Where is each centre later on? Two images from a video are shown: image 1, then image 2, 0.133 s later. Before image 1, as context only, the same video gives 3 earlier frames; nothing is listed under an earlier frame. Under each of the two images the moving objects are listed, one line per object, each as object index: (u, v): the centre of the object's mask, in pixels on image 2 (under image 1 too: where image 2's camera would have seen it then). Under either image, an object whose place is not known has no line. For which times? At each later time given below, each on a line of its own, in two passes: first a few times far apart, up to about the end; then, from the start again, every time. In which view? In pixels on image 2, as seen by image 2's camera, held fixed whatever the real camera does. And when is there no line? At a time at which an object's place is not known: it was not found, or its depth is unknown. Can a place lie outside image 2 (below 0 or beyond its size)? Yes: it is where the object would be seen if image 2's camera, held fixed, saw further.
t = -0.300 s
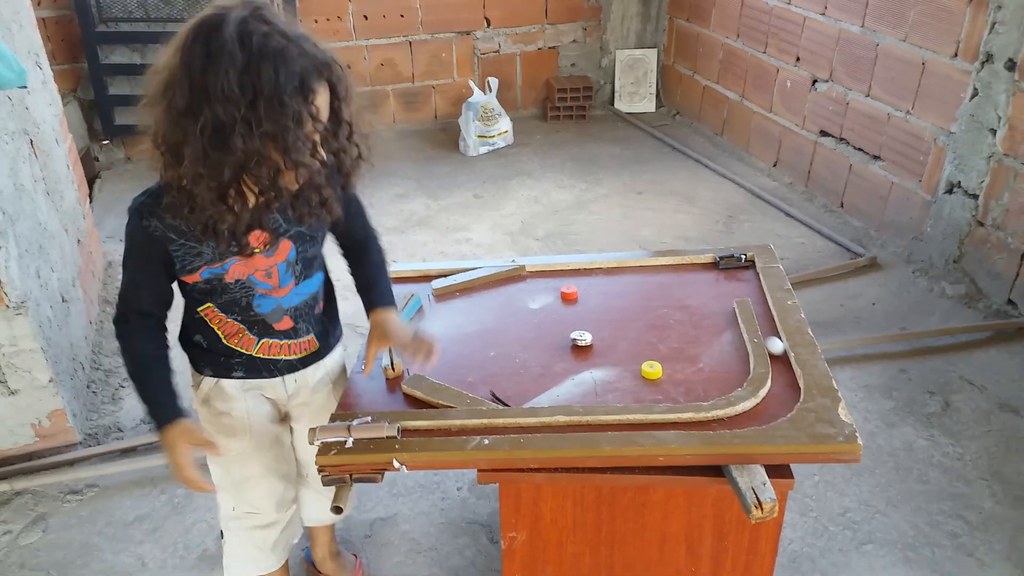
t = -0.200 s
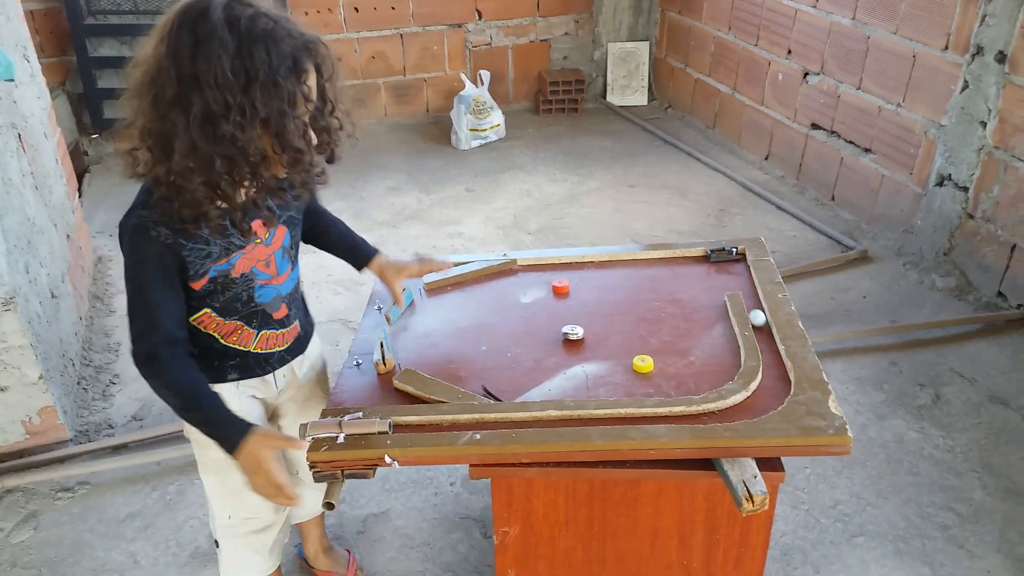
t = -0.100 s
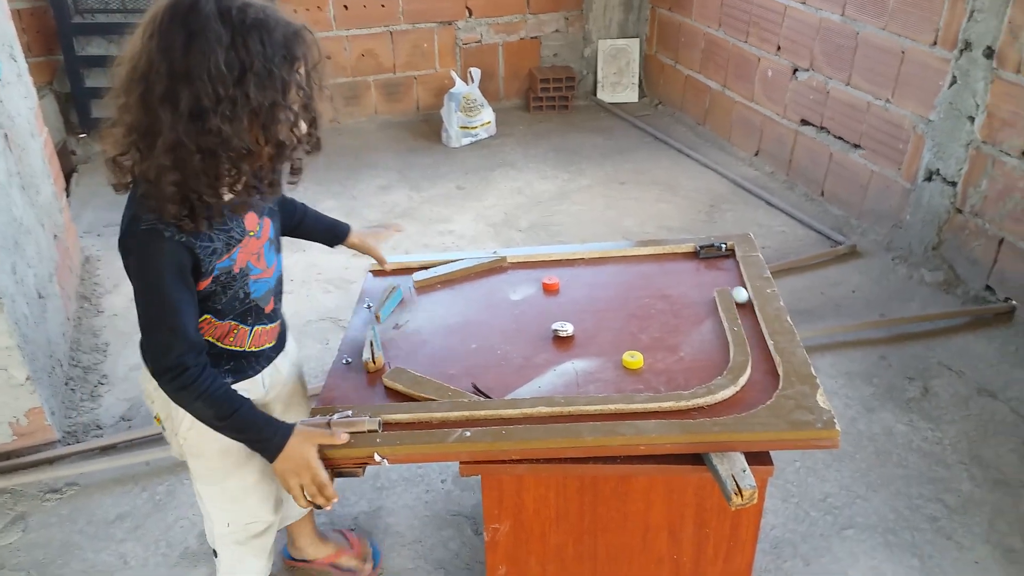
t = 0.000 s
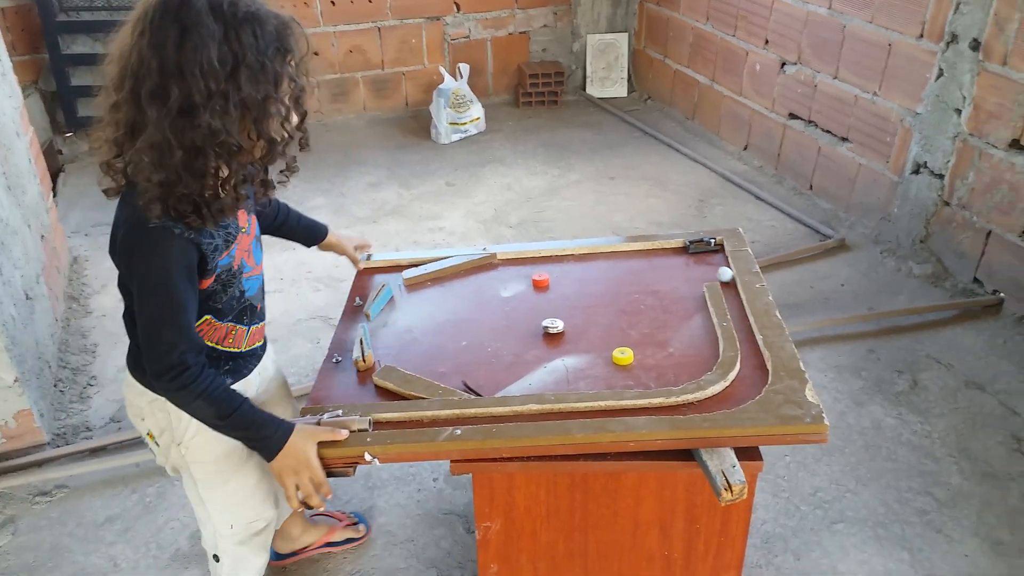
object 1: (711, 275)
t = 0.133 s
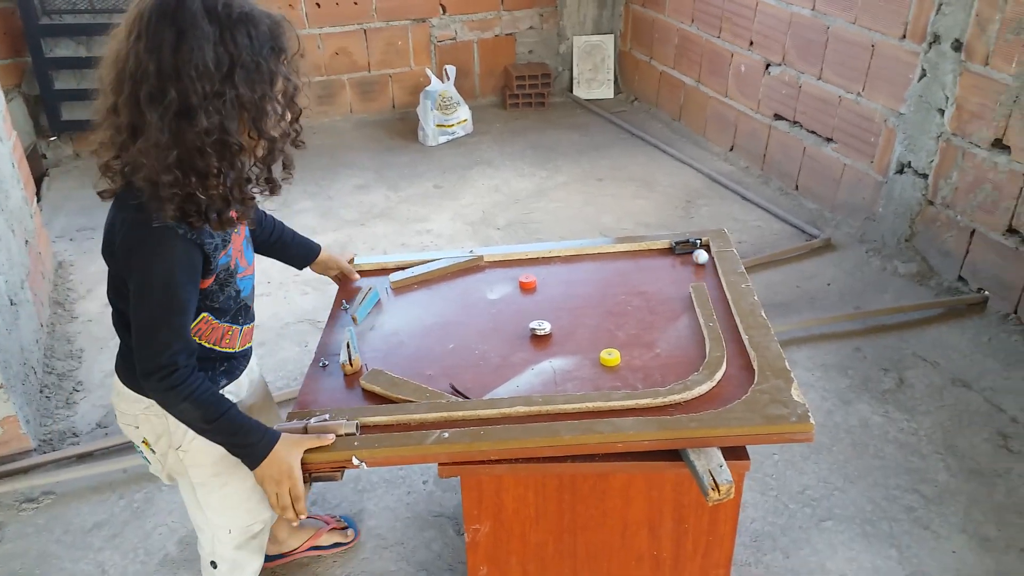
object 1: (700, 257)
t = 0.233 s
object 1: (693, 255)
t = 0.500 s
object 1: (663, 282)
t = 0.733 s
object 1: (616, 308)
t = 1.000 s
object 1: (539, 341)
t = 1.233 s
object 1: (450, 373)
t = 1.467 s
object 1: (404, 360)
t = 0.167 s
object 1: (697, 252)
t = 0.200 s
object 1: (694, 252)
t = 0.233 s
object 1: (693, 255)
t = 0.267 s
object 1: (690, 259)
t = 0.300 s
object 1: (688, 262)
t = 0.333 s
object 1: (684, 265)
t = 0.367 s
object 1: (681, 268)
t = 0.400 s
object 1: (676, 272)
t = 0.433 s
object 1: (672, 275)
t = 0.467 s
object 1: (667, 279)
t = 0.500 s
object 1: (663, 282)
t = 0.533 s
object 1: (657, 285)
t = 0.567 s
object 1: (651, 289)
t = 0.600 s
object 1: (645, 293)
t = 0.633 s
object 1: (638, 297)
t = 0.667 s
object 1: (631, 300)
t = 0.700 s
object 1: (624, 304)
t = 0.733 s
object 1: (616, 308)
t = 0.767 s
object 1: (608, 312)
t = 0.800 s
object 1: (599, 315)
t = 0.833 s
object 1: (590, 319)
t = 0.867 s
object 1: (581, 324)
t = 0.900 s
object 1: (571, 328)
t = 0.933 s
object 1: (561, 332)
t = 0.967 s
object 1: (550, 336)
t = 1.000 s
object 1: (539, 341)
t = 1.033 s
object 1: (528, 345)
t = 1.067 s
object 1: (517, 350)
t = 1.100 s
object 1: (504, 354)
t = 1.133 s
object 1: (491, 359)
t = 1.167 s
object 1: (479, 363)
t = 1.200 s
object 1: (465, 368)
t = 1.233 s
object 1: (450, 373)
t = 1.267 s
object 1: (436, 378)
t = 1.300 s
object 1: (427, 377)
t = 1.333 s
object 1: (423, 373)
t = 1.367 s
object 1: (419, 370)
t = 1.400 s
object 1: (414, 366)
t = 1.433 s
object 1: (409, 363)
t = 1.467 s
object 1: (404, 360)
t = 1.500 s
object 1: (398, 356)
